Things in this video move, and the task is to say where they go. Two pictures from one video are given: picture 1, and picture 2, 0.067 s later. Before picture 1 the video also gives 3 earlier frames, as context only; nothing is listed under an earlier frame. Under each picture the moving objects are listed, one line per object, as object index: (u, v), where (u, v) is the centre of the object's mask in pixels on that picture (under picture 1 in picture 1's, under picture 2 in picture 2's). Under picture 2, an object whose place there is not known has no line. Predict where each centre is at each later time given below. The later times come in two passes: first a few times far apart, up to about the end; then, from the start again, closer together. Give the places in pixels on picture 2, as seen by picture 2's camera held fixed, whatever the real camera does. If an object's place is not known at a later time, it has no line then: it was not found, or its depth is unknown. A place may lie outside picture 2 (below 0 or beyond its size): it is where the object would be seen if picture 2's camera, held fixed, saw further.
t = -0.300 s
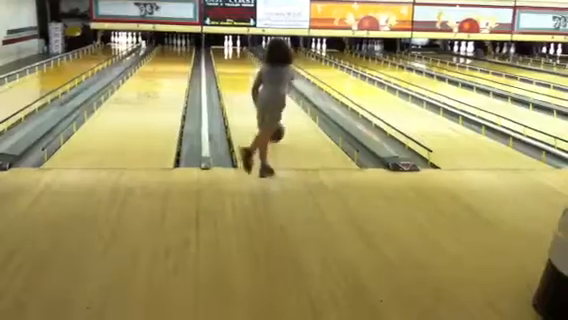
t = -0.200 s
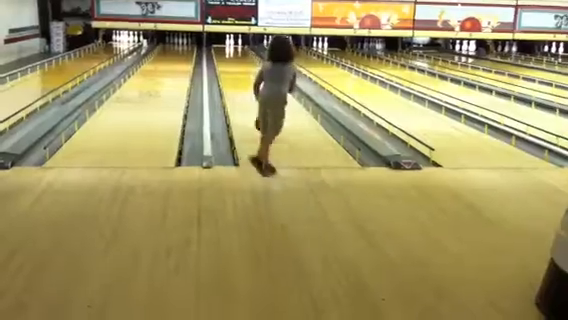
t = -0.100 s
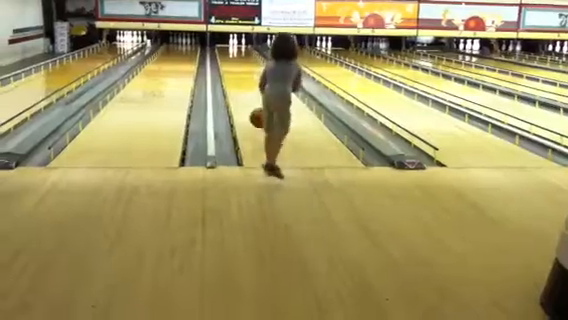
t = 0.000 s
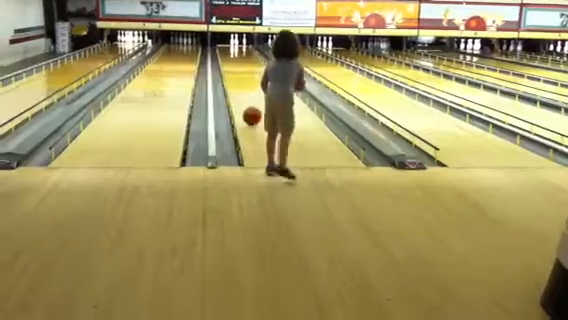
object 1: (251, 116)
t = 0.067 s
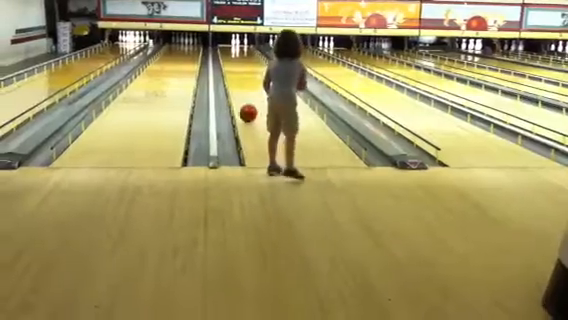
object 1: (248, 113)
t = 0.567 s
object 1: (244, 94)
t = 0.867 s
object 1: (249, 86)
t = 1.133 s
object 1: (250, 80)
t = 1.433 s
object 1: (250, 75)
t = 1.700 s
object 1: (250, 71)
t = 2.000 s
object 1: (251, 67)
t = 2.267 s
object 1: (250, 64)
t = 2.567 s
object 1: (251, 60)
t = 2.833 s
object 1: (251, 59)
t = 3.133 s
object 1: (251, 57)
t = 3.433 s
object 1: (251, 53)
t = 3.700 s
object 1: (251, 52)
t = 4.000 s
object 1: (251, 51)
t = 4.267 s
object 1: (251, 50)
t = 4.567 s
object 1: (251, 48)
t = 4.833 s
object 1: (248, 46)
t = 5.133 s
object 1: (248, 47)
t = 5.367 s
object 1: (245, 44)
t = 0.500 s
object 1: (243, 95)
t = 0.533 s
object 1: (244, 95)
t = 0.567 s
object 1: (244, 94)
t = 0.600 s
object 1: (245, 92)
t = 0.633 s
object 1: (246, 91)
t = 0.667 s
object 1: (246, 91)
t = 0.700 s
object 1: (246, 90)
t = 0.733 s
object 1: (247, 89)
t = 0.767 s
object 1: (247, 88)
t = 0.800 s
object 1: (248, 87)
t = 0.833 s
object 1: (248, 87)
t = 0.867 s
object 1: (249, 86)
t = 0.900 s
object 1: (249, 85)
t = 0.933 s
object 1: (249, 84)
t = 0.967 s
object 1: (249, 84)
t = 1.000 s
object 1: (250, 83)
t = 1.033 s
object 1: (250, 82)
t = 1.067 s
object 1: (250, 82)
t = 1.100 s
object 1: (250, 81)
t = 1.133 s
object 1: (250, 80)
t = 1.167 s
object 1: (250, 80)
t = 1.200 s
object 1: (251, 78)
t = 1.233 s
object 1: (250, 78)
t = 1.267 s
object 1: (251, 78)
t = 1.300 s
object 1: (251, 76)
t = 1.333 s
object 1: (251, 76)
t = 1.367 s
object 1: (250, 75)
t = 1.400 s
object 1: (251, 75)
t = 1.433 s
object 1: (250, 75)
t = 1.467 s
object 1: (251, 75)
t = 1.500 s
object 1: (251, 74)
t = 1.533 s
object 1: (250, 73)
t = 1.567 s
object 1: (250, 73)
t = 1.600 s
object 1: (250, 72)
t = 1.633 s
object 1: (250, 72)
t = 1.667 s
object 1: (250, 71)
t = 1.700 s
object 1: (250, 71)
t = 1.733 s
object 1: (250, 71)
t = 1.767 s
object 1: (250, 70)
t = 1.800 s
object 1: (250, 70)
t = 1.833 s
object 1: (250, 69)
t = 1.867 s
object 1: (250, 69)
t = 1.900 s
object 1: (250, 68)
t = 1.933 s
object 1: (250, 68)
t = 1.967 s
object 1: (251, 67)
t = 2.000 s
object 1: (251, 67)
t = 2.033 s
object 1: (251, 66)
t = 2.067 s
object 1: (251, 67)
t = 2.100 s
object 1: (251, 66)
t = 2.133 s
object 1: (251, 66)
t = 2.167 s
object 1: (251, 65)
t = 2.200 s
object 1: (251, 64)
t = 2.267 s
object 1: (250, 64)
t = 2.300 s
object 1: (250, 64)
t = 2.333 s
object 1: (251, 63)
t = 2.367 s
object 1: (250, 62)
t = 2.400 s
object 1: (251, 61)
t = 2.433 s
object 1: (250, 62)
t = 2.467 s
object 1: (251, 61)
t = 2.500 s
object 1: (251, 61)
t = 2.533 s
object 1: (251, 60)
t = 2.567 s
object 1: (251, 60)
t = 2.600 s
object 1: (251, 60)
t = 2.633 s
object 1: (251, 60)
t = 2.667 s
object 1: (251, 60)
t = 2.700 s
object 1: (251, 60)
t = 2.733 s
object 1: (251, 60)
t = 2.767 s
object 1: (251, 60)
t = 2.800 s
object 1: (251, 59)
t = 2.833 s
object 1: (251, 59)
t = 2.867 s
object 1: (251, 59)
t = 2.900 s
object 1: (251, 58)
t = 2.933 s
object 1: (251, 58)
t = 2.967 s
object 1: (251, 57)
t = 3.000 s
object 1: (251, 58)
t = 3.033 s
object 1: (251, 58)
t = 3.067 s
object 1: (251, 57)
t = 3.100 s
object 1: (251, 57)
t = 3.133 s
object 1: (251, 57)
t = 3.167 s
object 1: (251, 57)
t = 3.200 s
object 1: (251, 57)
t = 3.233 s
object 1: (251, 57)
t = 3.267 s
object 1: (251, 57)
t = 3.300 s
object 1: (251, 57)
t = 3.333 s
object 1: (251, 57)
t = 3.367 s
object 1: (251, 53)
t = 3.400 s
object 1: (251, 53)
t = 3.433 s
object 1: (251, 53)
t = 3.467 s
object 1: (251, 53)
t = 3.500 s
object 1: (251, 52)
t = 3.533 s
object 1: (251, 52)
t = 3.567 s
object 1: (251, 52)
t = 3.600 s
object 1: (251, 52)
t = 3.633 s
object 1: (251, 52)
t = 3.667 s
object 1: (251, 52)
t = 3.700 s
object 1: (251, 52)
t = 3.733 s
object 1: (251, 51)
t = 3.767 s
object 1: (251, 51)
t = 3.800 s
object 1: (251, 51)
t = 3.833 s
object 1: (251, 51)
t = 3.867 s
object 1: (251, 51)
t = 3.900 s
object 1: (251, 51)
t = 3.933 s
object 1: (251, 51)
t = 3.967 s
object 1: (251, 51)
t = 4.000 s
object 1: (251, 51)
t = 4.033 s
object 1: (251, 50)
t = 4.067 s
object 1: (251, 50)
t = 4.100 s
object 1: (251, 50)
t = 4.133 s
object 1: (251, 50)
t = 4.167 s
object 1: (251, 50)
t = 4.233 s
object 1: (251, 50)
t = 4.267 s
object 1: (251, 50)
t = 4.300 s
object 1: (251, 50)
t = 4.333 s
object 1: (251, 50)
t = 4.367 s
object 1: (251, 49)
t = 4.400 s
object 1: (251, 49)
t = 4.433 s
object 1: (251, 49)
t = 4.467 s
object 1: (251, 49)
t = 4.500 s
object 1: (251, 49)
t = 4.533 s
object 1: (250, 49)
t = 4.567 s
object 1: (251, 48)
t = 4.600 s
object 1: (251, 49)
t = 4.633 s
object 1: (250, 49)
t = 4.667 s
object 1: (250, 49)
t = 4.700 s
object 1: (248, 46)
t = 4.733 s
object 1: (248, 46)
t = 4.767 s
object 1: (249, 46)
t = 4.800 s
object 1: (248, 47)
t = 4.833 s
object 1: (248, 46)
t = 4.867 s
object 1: (248, 47)
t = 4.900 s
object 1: (248, 46)
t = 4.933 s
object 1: (248, 47)
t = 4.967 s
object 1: (248, 47)
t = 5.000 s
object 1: (248, 47)
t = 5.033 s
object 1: (247, 47)
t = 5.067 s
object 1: (248, 47)
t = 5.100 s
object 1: (248, 47)
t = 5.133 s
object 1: (248, 47)
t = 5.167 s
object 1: (248, 47)
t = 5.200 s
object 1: (248, 46)
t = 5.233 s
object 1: (248, 46)
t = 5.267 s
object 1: (248, 46)
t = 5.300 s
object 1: (247, 46)
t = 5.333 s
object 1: (247, 47)
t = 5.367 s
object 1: (245, 44)
